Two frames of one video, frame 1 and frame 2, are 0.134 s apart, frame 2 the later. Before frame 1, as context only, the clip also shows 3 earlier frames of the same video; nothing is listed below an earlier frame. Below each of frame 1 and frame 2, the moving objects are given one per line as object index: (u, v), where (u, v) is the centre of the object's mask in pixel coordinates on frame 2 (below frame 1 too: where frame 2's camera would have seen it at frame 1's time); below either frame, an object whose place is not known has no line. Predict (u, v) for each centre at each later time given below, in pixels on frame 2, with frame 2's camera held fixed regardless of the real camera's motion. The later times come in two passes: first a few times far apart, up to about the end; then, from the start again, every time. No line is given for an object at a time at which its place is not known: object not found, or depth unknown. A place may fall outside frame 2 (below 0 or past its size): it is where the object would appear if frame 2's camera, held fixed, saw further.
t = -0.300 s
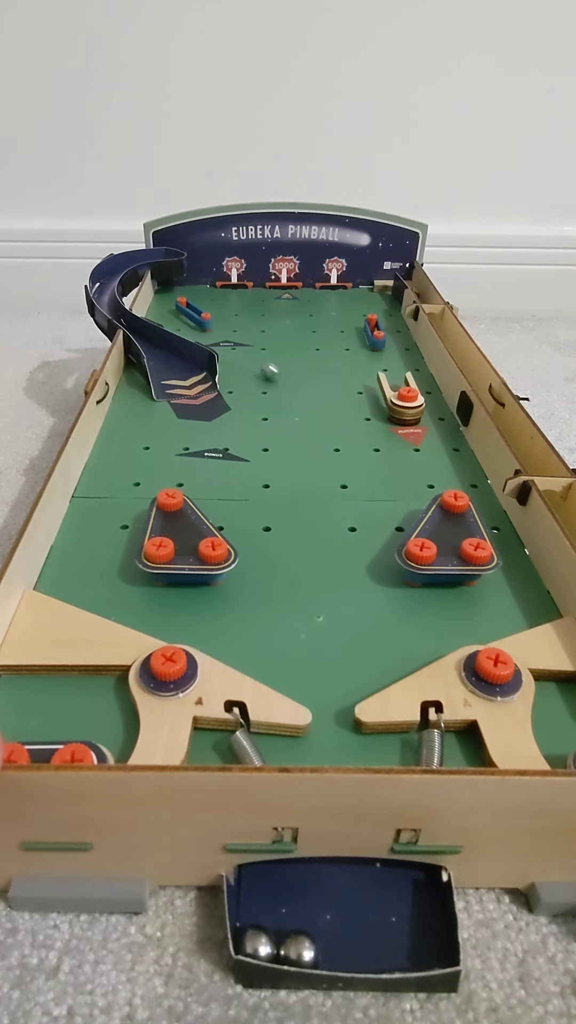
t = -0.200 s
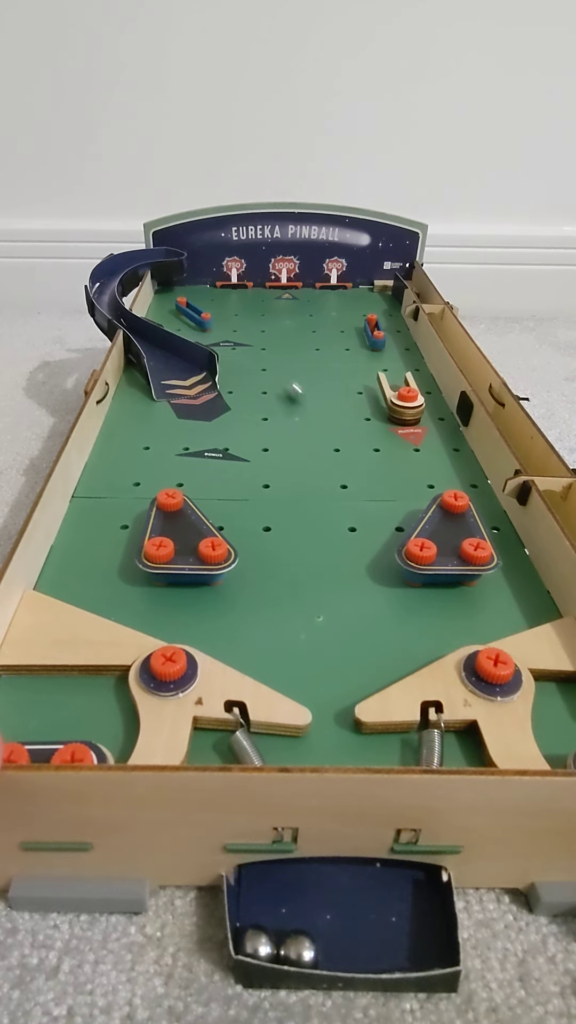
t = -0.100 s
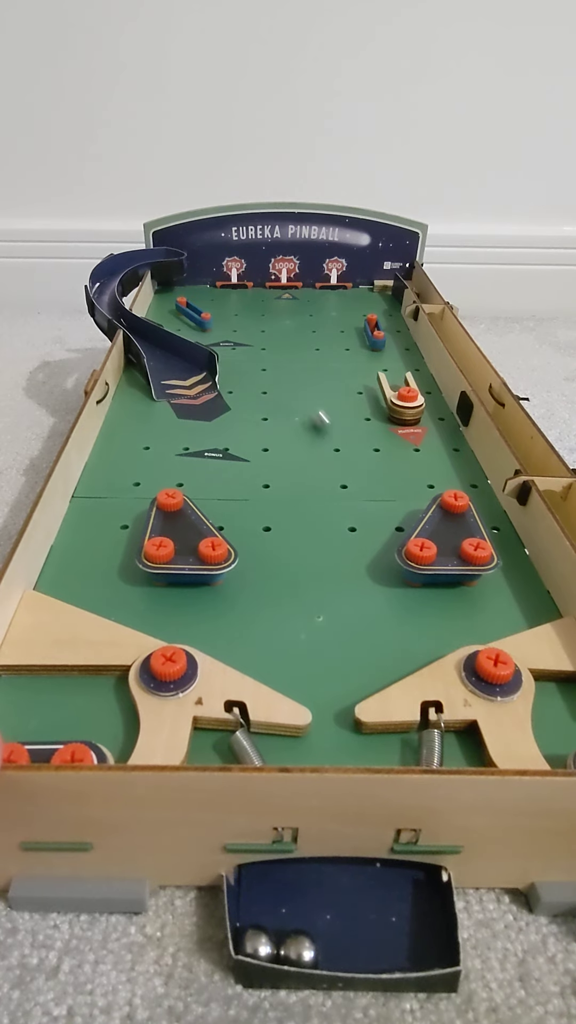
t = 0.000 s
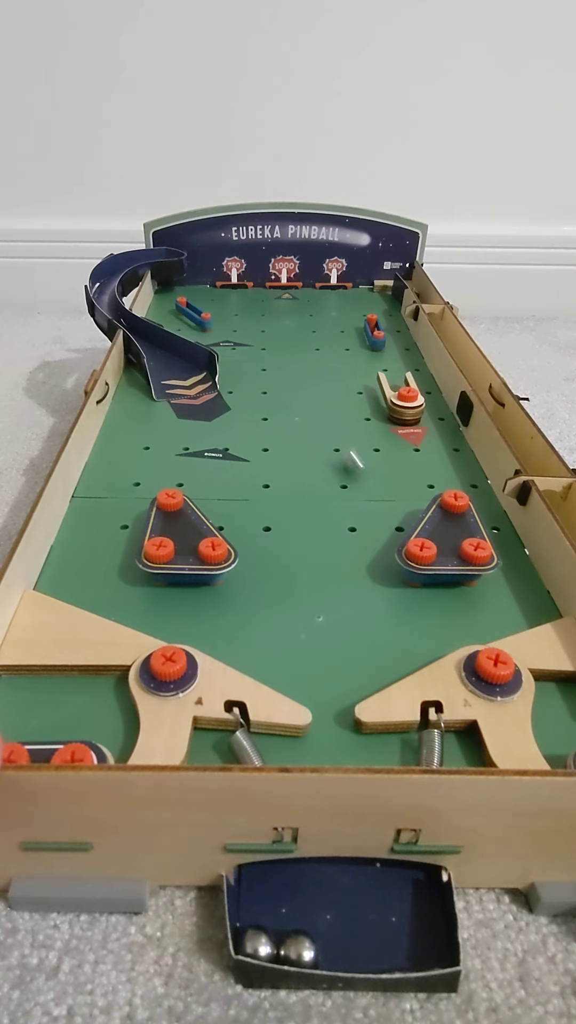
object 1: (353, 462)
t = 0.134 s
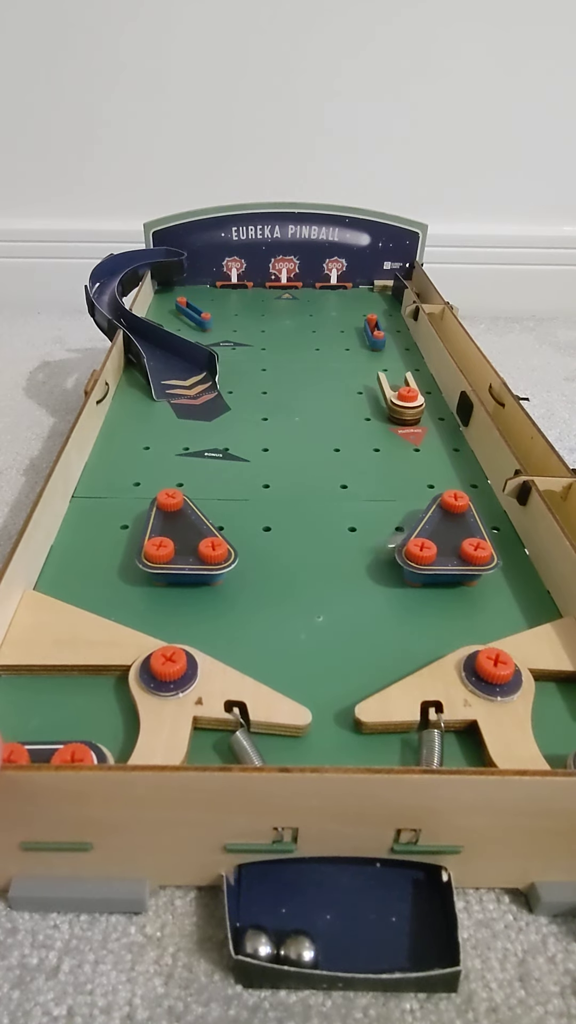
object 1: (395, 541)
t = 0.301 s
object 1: (216, 585)
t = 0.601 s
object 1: (52, 565)
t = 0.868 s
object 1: (61, 588)
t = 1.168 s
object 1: (121, 612)
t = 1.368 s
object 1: (184, 634)
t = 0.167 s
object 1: (367, 550)
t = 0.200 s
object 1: (331, 556)
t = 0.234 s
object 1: (295, 565)
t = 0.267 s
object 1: (258, 575)
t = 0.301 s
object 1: (216, 585)
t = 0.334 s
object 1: (178, 599)
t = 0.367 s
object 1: (136, 614)
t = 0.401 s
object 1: (124, 598)
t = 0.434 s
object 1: (110, 587)
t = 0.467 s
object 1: (95, 578)
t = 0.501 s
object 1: (82, 572)
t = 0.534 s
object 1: (68, 567)
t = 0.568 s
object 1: (50, 564)
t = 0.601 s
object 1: (52, 565)
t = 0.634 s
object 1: (53, 564)
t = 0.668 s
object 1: (54, 564)
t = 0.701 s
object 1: (55, 565)
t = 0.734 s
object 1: (56, 568)
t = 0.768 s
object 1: (55, 573)
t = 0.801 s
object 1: (53, 581)
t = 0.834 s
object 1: (56, 586)
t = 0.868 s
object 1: (61, 588)
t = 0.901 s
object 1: (66, 590)
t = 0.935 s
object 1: (71, 592)
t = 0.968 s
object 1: (77, 595)
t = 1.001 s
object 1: (83, 597)
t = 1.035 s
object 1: (90, 600)
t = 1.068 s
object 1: (97, 602)
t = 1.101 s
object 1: (105, 606)
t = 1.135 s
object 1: (113, 609)
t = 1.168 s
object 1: (121, 612)
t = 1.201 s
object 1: (131, 615)
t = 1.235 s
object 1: (140, 619)
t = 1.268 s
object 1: (150, 623)
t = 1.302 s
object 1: (161, 627)
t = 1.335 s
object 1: (172, 631)
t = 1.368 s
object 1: (184, 634)
